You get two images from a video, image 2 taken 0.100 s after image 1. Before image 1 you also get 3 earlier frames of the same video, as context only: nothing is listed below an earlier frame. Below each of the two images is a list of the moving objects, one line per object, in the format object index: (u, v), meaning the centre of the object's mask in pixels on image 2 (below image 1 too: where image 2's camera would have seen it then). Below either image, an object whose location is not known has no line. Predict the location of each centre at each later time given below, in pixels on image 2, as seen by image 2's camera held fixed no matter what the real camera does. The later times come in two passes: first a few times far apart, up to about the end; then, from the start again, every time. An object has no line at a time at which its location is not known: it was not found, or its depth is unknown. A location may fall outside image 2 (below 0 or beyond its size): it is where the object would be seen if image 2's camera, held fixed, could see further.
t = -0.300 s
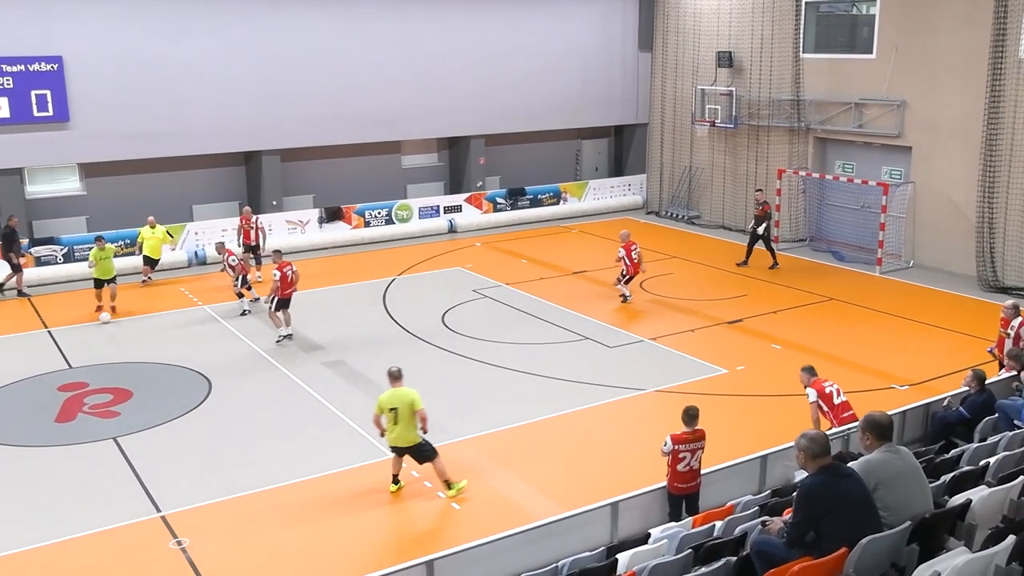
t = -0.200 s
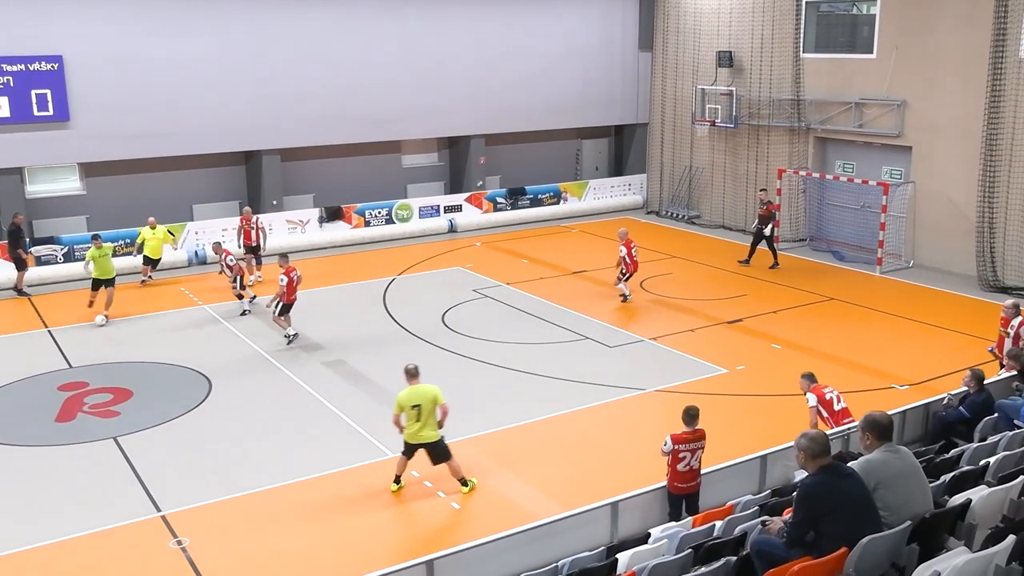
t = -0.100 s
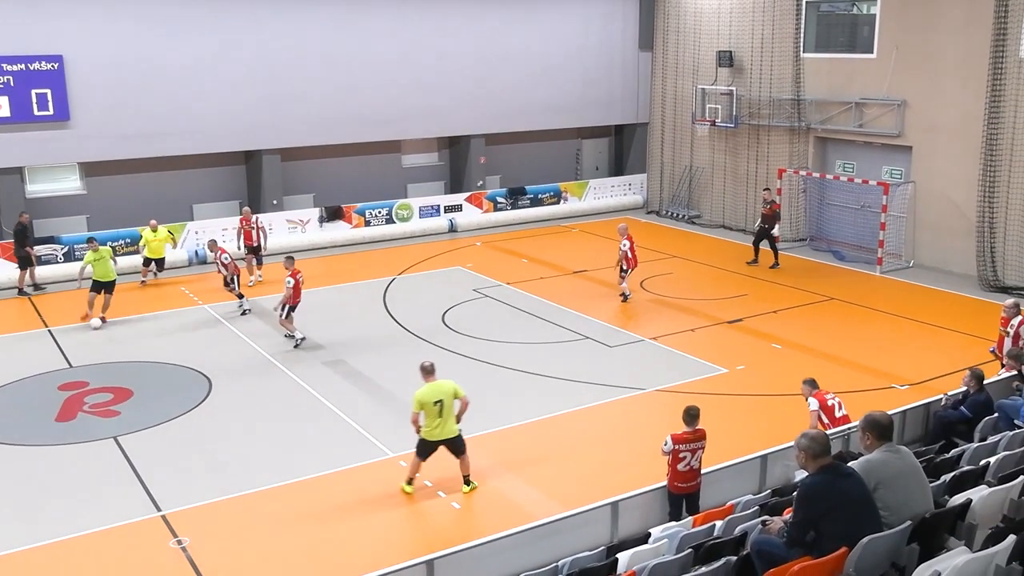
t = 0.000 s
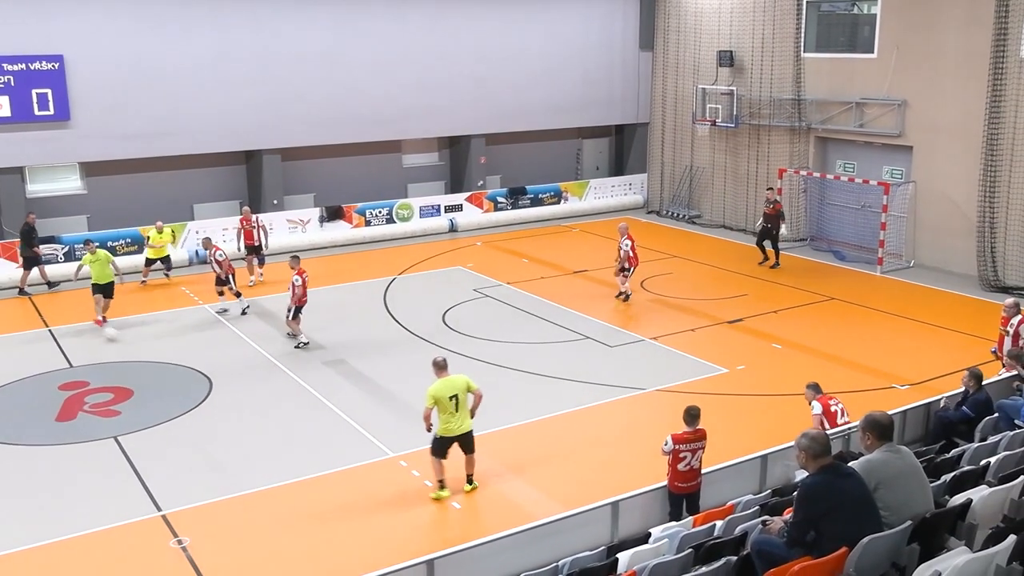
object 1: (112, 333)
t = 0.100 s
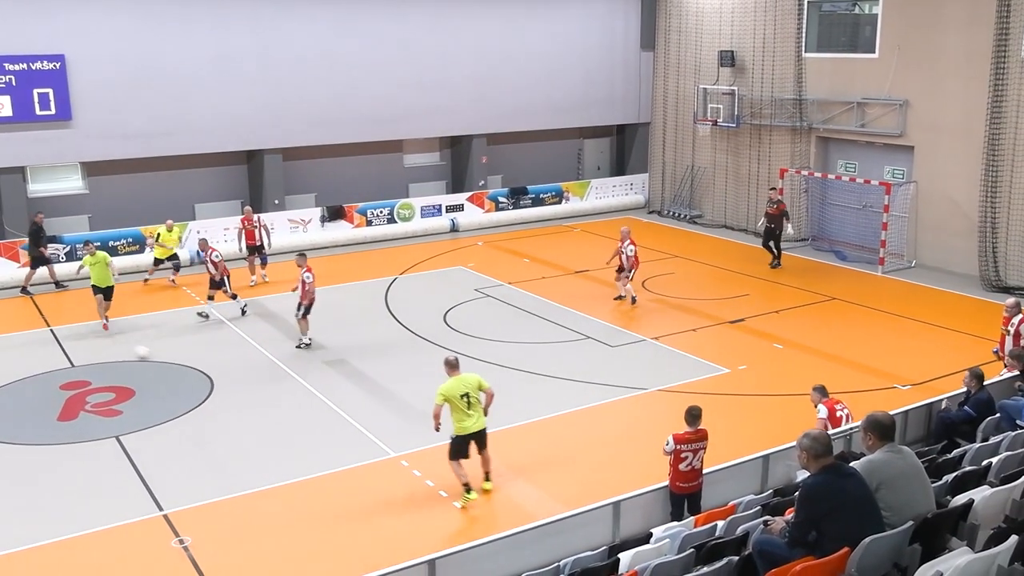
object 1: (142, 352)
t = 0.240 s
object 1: (187, 377)
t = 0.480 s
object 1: (272, 425)
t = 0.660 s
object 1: (341, 460)
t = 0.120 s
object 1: (147, 355)
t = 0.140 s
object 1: (155, 359)
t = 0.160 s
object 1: (161, 362)
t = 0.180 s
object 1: (168, 367)
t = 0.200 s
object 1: (174, 370)
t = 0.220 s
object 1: (181, 374)
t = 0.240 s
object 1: (187, 377)
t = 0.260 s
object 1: (194, 381)
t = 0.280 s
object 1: (201, 385)
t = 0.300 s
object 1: (207, 389)
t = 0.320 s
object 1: (215, 393)
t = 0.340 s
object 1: (222, 397)
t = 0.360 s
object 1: (229, 401)
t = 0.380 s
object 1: (236, 405)
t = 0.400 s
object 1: (243, 409)
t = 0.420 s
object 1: (251, 413)
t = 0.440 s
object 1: (258, 417)
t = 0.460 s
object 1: (265, 422)
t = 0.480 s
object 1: (272, 425)
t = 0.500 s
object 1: (281, 429)
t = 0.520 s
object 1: (288, 433)
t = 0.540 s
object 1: (296, 437)
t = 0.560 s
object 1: (303, 442)
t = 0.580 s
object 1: (311, 446)
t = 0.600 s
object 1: (318, 449)
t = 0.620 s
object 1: (326, 453)
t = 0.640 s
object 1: (334, 457)
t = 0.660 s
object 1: (341, 460)
